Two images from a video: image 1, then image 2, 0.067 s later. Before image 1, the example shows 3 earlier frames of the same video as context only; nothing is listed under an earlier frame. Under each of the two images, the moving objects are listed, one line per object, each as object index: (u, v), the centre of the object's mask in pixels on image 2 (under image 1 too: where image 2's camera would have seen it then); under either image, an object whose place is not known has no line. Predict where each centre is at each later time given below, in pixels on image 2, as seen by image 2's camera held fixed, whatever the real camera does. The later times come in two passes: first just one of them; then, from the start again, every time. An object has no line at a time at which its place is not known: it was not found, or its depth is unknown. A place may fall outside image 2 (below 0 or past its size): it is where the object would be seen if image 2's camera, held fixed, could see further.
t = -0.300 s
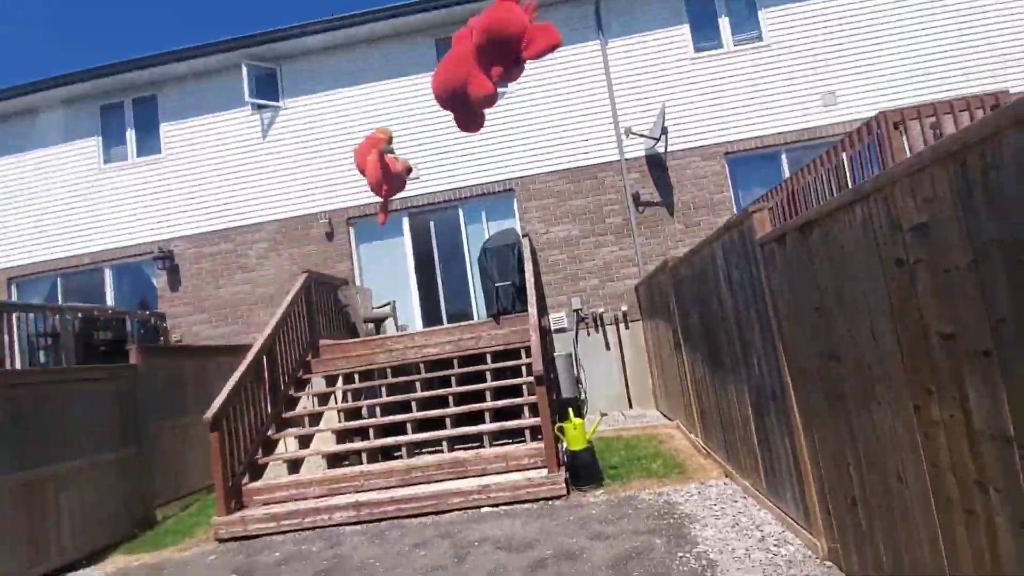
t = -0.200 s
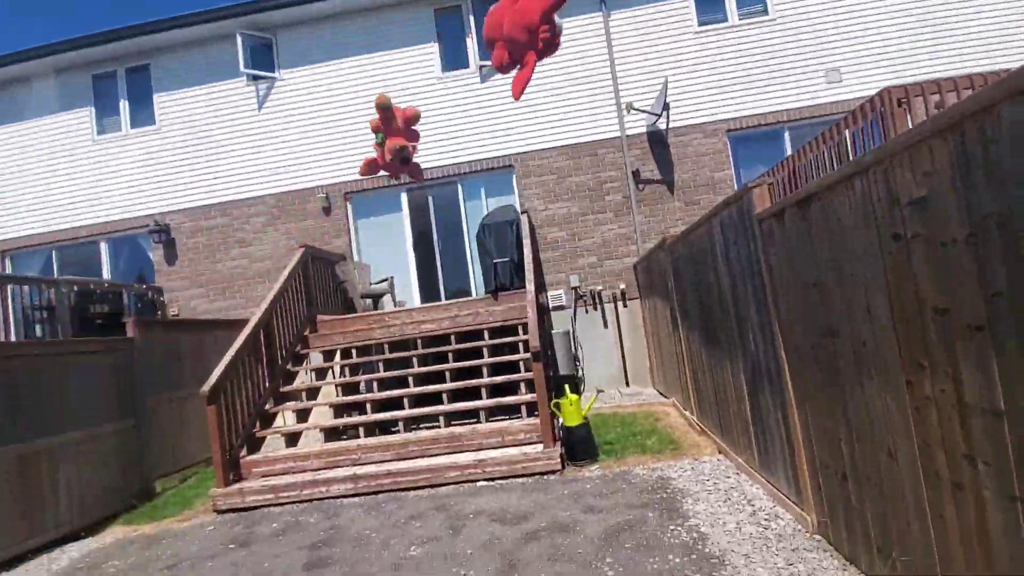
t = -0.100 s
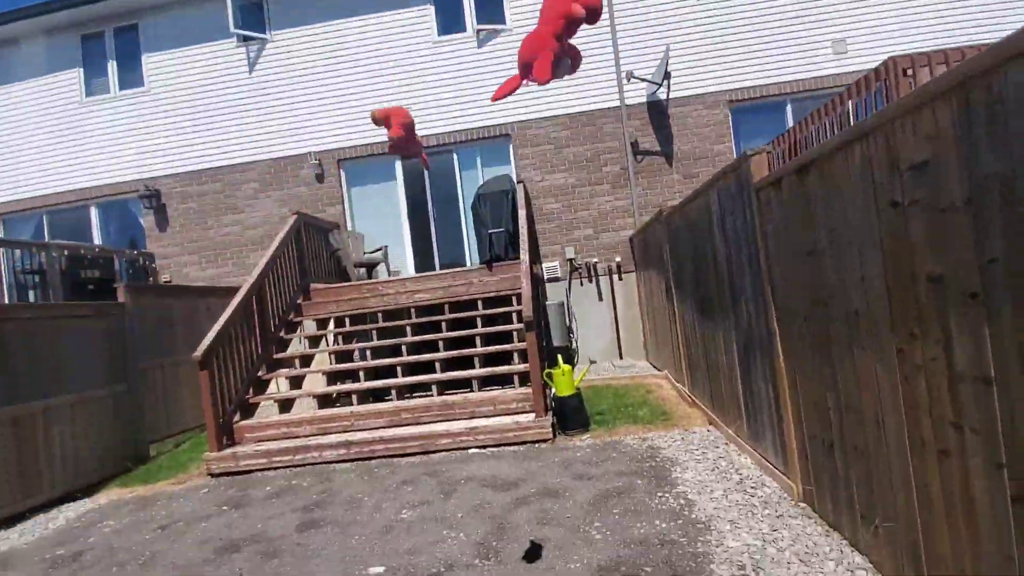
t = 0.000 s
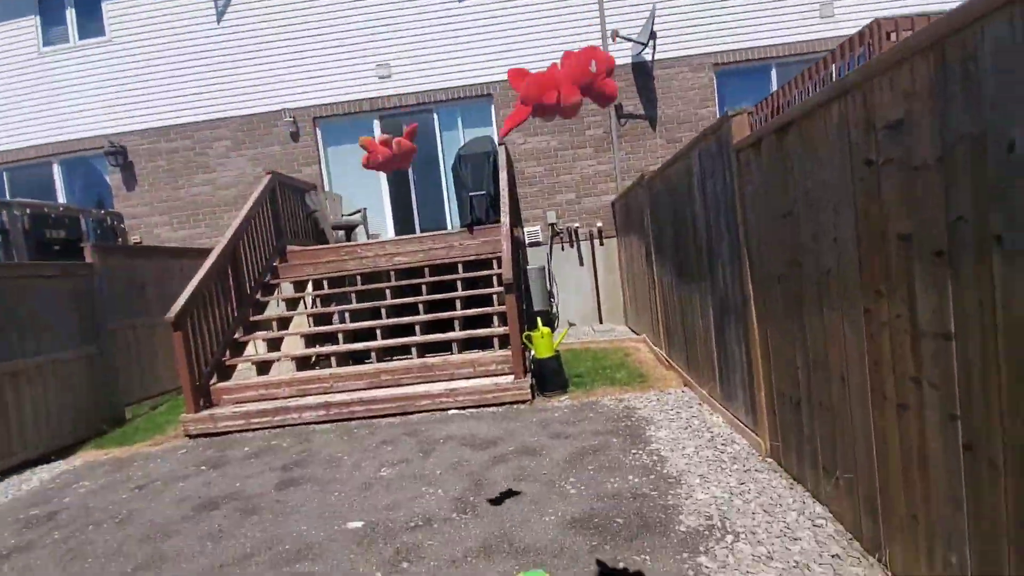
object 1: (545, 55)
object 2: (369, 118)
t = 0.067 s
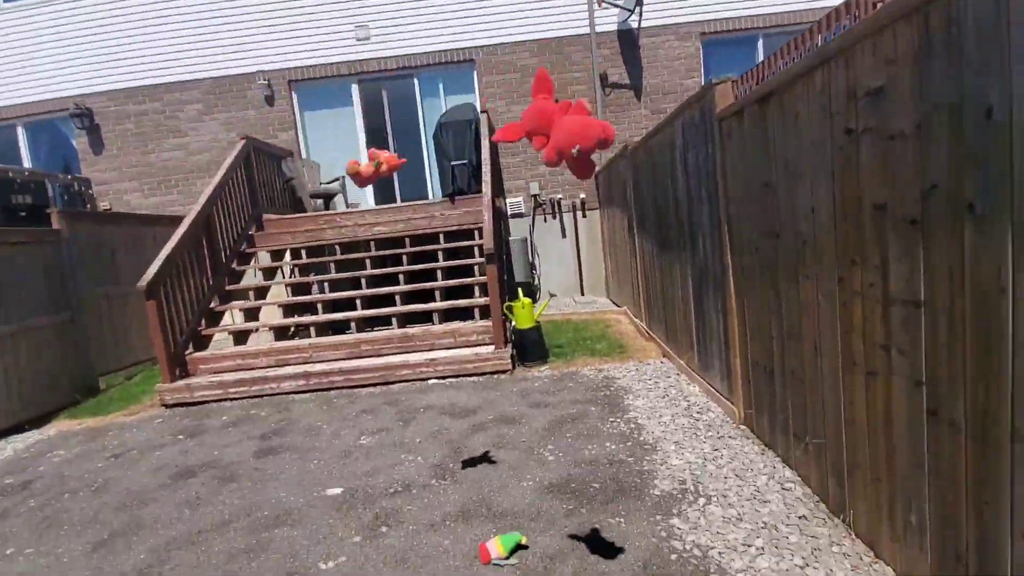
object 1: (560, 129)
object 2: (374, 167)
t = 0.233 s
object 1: (602, 383)
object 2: (386, 298)
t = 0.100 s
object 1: (567, 171)
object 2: (379, 191)
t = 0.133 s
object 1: (575, 218)
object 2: (381, 216)
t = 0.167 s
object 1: (584, 267)
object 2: (382, 243)
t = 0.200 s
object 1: (592, 322)
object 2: (383, 271)
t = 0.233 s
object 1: (602, 383)
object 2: (386, 298)
